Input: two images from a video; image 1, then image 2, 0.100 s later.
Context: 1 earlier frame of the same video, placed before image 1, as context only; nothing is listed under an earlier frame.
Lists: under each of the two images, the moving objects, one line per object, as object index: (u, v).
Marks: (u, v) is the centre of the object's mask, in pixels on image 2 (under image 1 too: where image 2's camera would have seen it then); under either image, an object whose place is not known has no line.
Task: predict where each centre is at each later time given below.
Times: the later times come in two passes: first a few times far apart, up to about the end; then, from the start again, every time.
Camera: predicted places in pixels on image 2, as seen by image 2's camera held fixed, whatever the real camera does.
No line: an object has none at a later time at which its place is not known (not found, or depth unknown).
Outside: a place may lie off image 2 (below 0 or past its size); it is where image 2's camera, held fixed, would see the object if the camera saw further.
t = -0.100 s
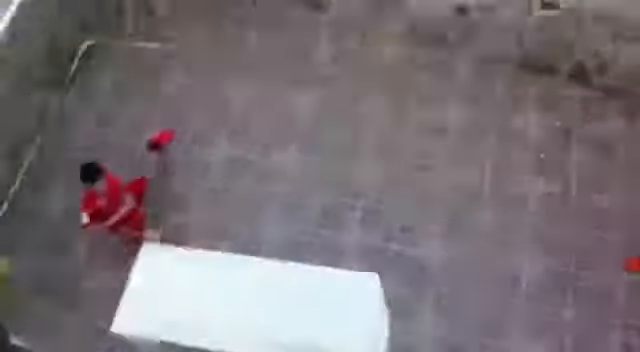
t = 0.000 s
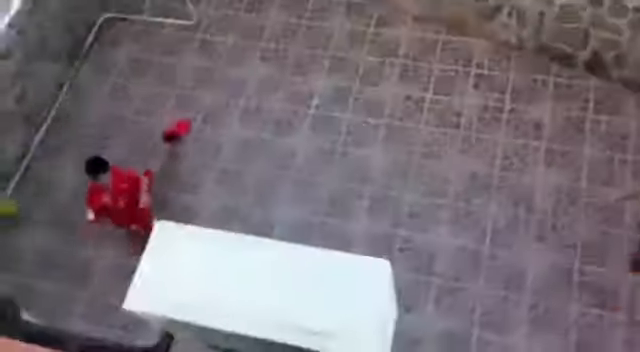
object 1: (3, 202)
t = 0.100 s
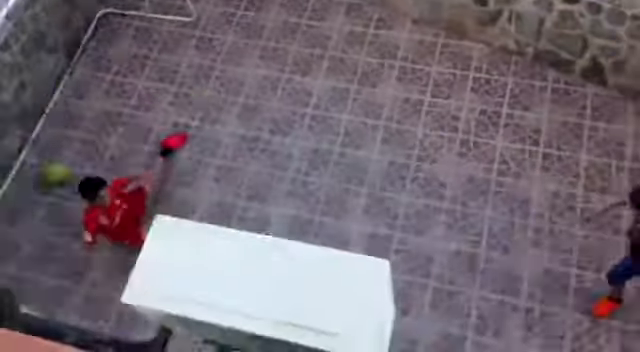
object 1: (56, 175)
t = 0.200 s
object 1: (103, 152)
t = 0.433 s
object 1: (189, 105)
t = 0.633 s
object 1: (256, 71)
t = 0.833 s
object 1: (319, 37)
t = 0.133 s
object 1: (74, 169)
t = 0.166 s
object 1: (87, 160)
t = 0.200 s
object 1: (103, 152)
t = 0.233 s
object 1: (114, 147)
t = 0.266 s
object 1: (128, 137)
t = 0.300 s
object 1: (140, 129)
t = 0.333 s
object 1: (154, 124)
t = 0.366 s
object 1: (165, 120)
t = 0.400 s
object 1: (177, 111)
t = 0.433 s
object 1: (189, 105)
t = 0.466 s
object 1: (201, 99)
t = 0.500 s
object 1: (213, 93)
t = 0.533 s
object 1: (224, 88)
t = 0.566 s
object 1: (235, 84)
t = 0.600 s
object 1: (248, 78)
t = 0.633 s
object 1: (256, 71)
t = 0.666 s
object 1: (268, 65)
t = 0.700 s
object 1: (277, 60)
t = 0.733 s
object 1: (290, 55)
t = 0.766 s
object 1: (298, 54)
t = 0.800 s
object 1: (312, 44)
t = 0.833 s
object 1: (319, 37)
